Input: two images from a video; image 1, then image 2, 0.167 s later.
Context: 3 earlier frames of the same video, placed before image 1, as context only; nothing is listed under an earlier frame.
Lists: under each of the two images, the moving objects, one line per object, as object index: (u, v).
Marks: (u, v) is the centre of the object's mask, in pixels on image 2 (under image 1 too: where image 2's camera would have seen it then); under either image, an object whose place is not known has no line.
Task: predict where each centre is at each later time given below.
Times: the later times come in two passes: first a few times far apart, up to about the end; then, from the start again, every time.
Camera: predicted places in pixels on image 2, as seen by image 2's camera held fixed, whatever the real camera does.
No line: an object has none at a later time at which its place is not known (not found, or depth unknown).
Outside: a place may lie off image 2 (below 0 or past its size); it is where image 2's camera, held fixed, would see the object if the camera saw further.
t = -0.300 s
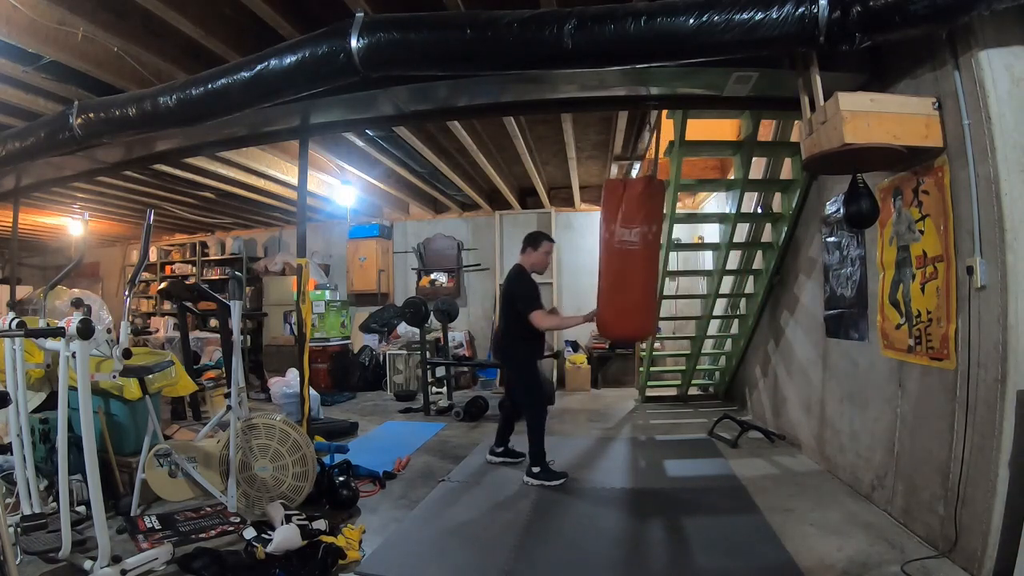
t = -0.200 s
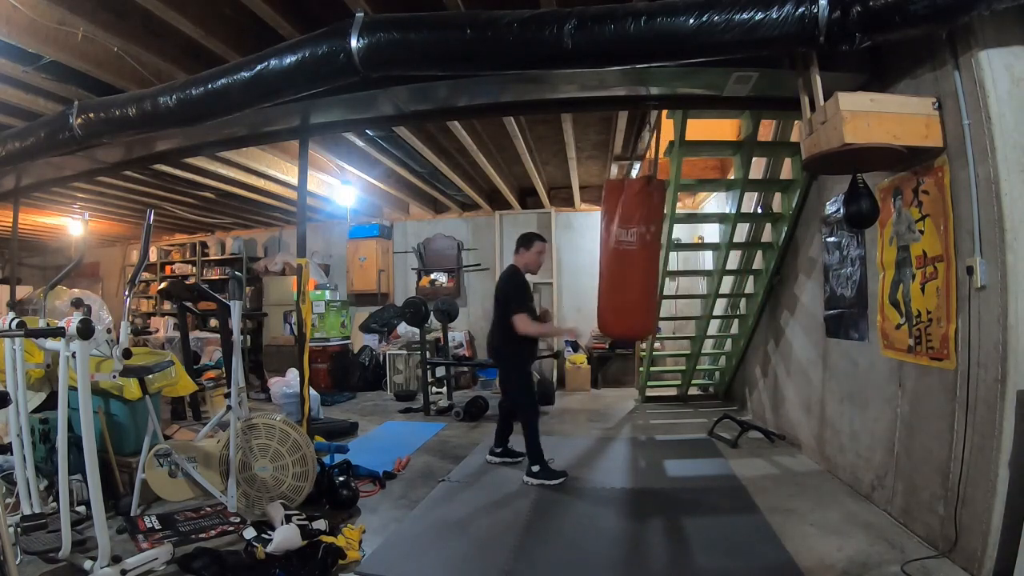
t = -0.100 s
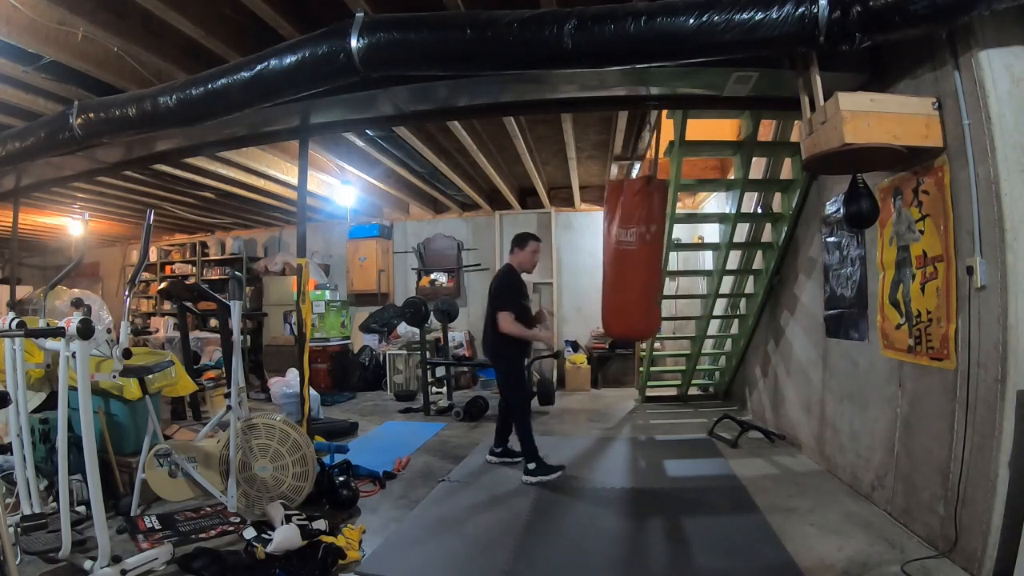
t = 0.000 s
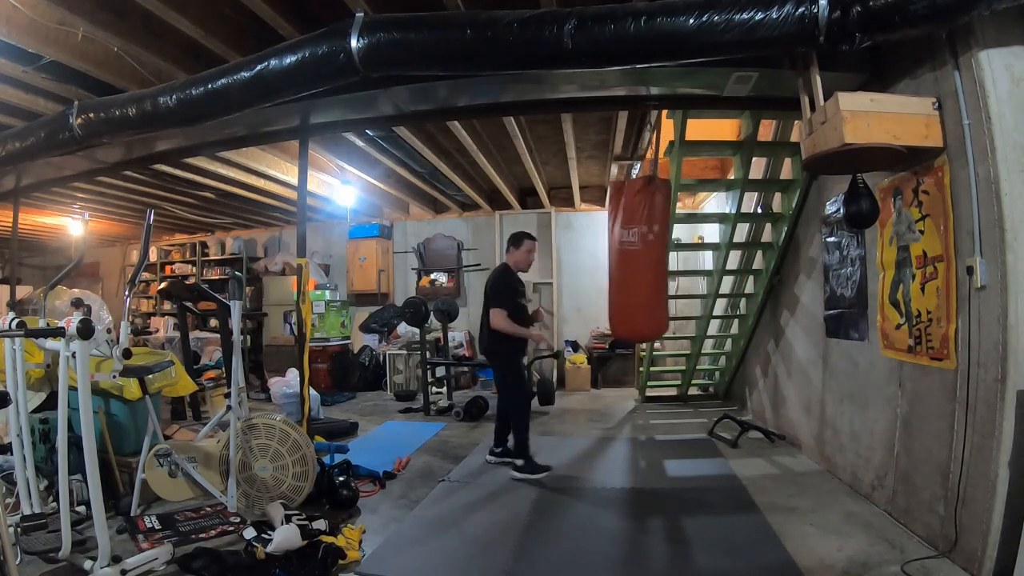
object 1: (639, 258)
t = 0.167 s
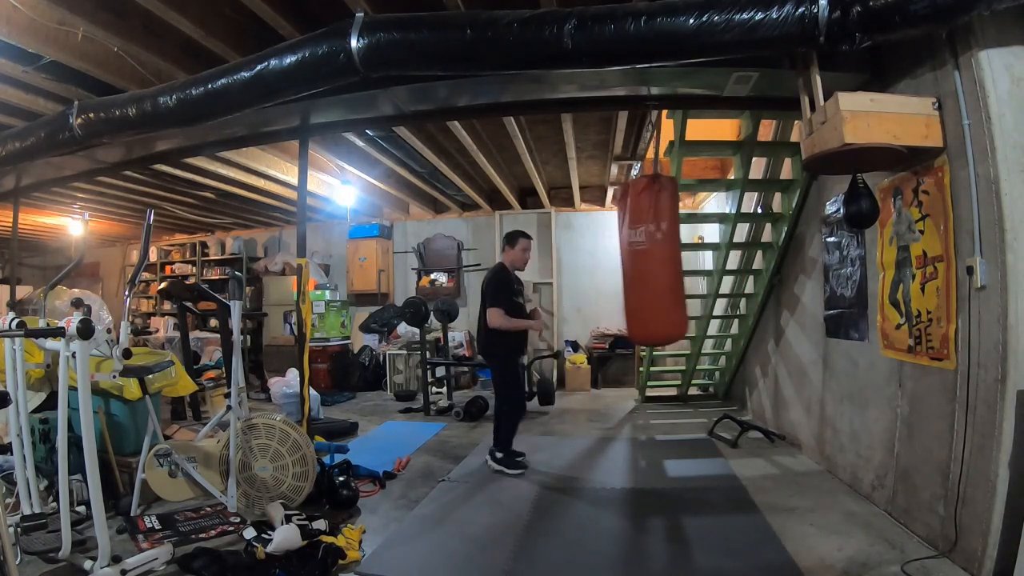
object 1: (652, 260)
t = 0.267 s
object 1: (661, 261)
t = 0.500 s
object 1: (682, 258)
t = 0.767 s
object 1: (694, 253)
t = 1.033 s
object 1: (684, 256)
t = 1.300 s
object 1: (659, 261)
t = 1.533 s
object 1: (640, 260)
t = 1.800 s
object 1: (631, 257)
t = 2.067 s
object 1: (639, 259)
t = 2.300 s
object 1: (658, 262)
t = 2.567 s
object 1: (682, 258)
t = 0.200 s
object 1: (655, 261)
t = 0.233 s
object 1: (658, 261)
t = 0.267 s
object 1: (661, 261)
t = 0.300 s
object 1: (665, 261)
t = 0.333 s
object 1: (668, 261)
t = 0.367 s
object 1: (671, 261)
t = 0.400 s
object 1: (674, 261)
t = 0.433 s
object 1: (677, 259)
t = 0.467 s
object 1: (680, 258)
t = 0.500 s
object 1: (682, 258)
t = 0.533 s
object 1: (685, 257)
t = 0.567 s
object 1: (687, 256)
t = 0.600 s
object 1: (689, 256)
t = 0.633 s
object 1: (691, 255)
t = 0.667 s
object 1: (692, 254)
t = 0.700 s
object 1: (693, 254)
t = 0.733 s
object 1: (694, 253)
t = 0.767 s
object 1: (694, 253)
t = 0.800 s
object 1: (694, 253)
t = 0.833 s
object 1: (694, 253)
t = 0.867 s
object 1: (693, 254)
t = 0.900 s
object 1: (692, 254)
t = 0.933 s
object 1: (691, 254)
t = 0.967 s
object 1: (689, 255)
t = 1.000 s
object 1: (687, 255)
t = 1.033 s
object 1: (684, 256)
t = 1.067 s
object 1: (682, 257)
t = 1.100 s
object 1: (678, 257)
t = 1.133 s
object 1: (675, 258)
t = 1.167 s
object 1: (672, 259)
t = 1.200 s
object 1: (669, 259)
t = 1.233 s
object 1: (666, 260)
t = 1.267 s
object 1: (662, 260)
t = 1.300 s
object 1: (659, 261)
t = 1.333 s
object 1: (656, 261)
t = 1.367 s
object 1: (653, 261)
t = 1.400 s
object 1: (650, 261)
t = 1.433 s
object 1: (647, 261)
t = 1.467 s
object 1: (644, 260)
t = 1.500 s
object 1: (642, 260)
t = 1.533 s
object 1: (640, 260)
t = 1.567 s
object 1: (638, 259)
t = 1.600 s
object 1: (636, 259)
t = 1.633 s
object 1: (634, 259)
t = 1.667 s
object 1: (633, 258)
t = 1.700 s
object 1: (632, 258)
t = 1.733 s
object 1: (631, 257)
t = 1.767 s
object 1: (631, 257)
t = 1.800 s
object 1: (631, 257)
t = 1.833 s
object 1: (631, 257)
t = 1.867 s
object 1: (631, 257)
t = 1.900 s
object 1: (632, 257)
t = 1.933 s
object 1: (633, 257)
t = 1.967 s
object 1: (634, 258)
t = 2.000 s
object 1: (636, 258)
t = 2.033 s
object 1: (637, 259)
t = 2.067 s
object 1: (639, 259)
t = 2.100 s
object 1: (641, 260)
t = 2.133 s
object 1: (644, 260)
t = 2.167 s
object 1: (646, 261)
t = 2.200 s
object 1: (649, 261)
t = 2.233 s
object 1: (652, 262)
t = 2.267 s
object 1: (655, 262)
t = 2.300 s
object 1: (658, 262)
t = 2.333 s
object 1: (661, 262)
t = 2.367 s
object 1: (664, 261)
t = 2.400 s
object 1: (668, 262)
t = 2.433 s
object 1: (671, 262)
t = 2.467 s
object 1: (674, 261)
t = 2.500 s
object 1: (677, 260)
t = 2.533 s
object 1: (680, 259)
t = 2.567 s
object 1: (682, 258)
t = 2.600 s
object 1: (685, 258)
